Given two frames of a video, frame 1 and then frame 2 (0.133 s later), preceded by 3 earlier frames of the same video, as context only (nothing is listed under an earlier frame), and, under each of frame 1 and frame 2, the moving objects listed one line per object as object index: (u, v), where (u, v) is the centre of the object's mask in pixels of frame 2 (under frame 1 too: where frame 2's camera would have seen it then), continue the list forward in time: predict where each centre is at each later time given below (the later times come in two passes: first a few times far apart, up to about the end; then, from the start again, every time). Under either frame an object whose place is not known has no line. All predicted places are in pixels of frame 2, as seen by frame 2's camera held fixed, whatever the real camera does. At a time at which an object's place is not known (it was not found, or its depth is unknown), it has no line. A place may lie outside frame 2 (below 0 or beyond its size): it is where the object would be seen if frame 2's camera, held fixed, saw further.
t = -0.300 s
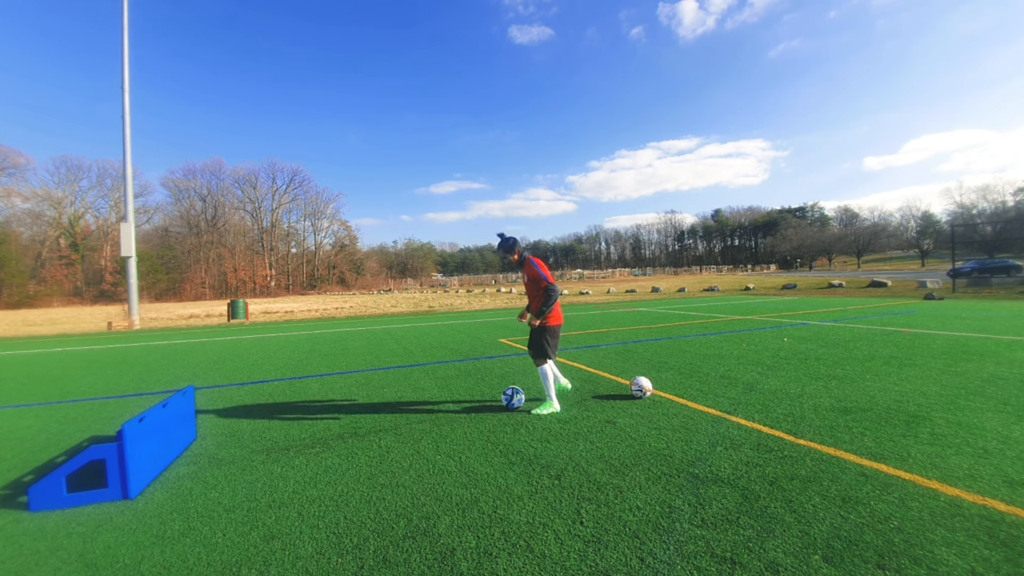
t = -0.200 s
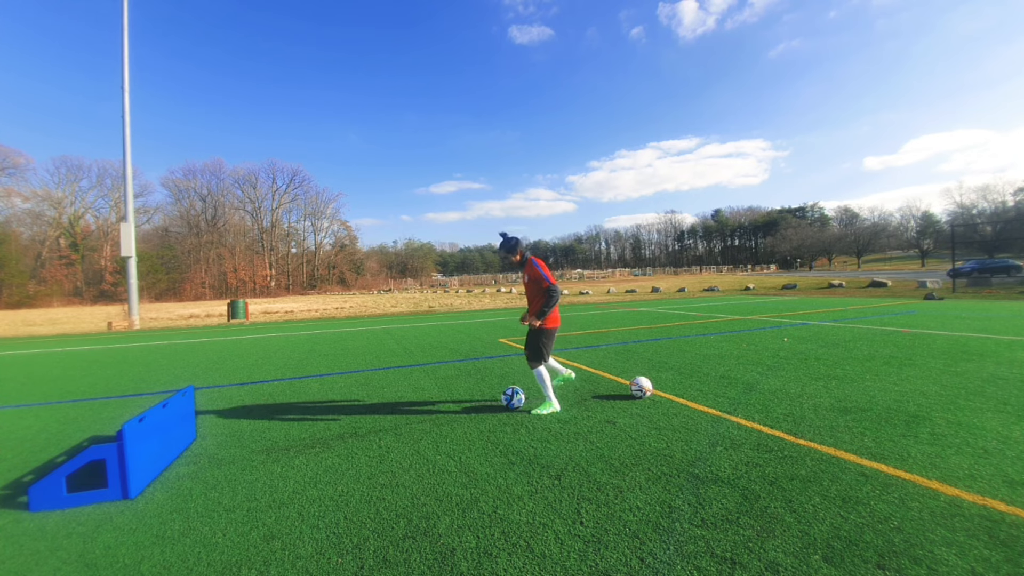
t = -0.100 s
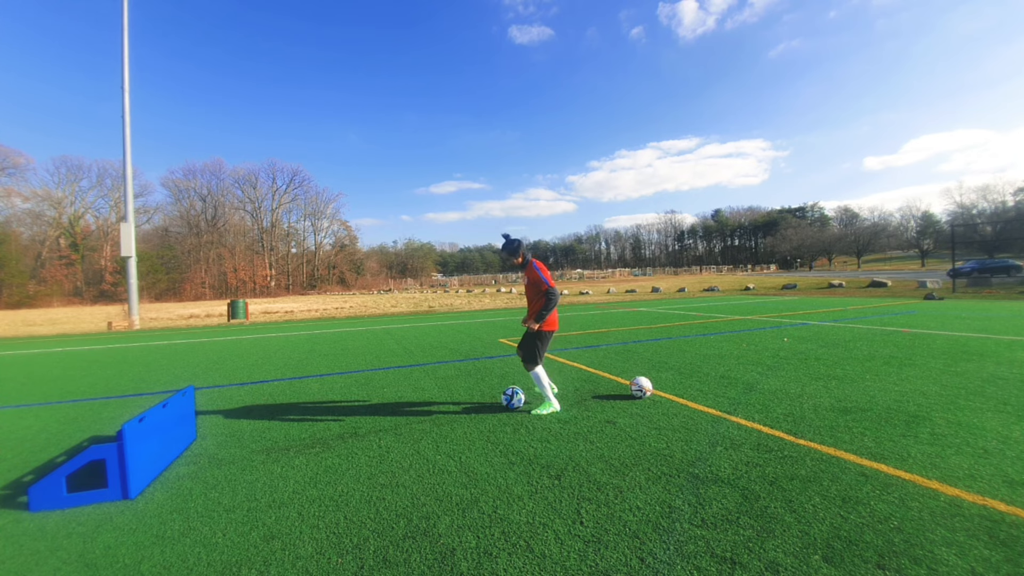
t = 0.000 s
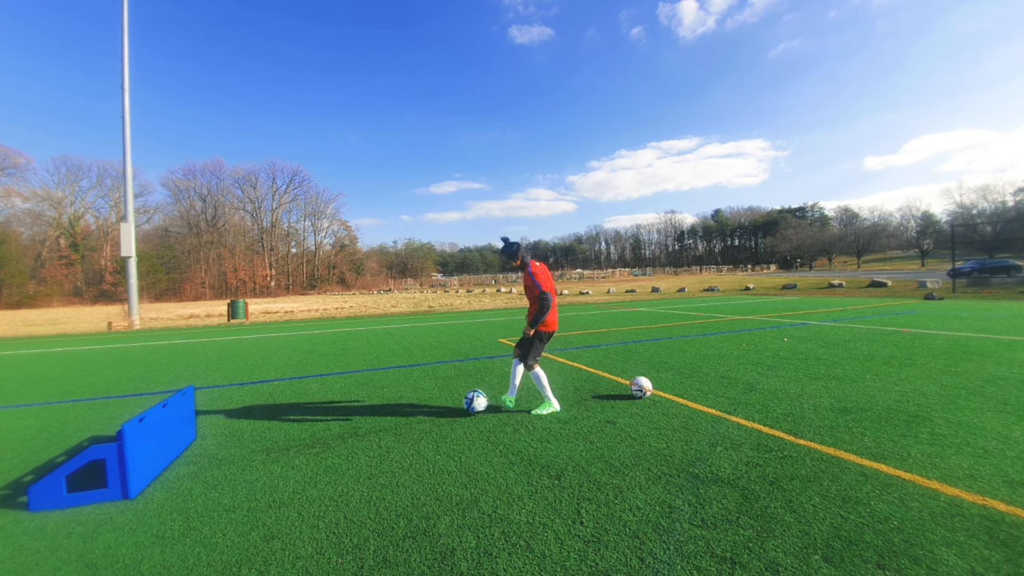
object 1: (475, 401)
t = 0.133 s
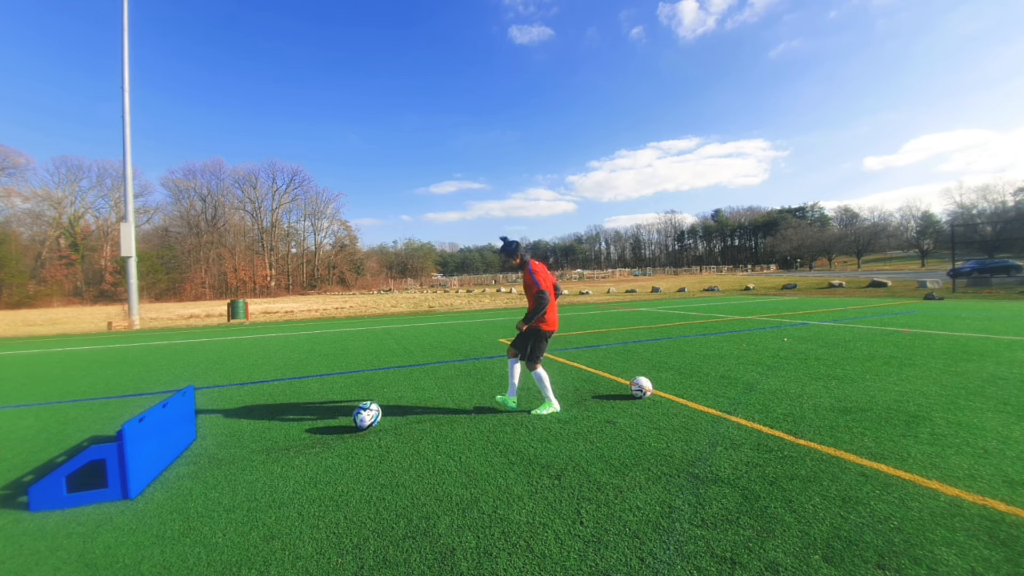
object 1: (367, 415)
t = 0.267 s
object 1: (253, 431)
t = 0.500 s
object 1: (274, 431)
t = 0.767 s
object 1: (361, 418)
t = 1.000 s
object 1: (413, 413)
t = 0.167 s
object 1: (338, 420)
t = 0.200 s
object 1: (309, 426)
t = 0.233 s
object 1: (280, 429)
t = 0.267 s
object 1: (253, 431)
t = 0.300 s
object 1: (224, 434)
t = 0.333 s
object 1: (194, 440)
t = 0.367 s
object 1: (201, 437)
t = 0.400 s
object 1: (220, 433)
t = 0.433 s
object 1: (239, 431)
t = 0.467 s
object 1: (257, 430)
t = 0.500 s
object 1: (274, 431)
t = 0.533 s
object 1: (289, 428)
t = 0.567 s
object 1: (300, 425)
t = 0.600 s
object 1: (312, 423)
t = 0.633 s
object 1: (323, 422)
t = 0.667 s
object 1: (334, 422)
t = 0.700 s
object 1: (344, 421)
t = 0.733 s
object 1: (353, 419)
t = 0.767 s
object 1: (361, 418)
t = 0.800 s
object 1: (369, 418)
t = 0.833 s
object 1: (376, 417)
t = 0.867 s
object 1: (383, 416)
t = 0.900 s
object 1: (391, 416)
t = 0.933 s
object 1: (398, 415)
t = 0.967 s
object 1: (406, 414)
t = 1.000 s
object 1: (413, 413)
